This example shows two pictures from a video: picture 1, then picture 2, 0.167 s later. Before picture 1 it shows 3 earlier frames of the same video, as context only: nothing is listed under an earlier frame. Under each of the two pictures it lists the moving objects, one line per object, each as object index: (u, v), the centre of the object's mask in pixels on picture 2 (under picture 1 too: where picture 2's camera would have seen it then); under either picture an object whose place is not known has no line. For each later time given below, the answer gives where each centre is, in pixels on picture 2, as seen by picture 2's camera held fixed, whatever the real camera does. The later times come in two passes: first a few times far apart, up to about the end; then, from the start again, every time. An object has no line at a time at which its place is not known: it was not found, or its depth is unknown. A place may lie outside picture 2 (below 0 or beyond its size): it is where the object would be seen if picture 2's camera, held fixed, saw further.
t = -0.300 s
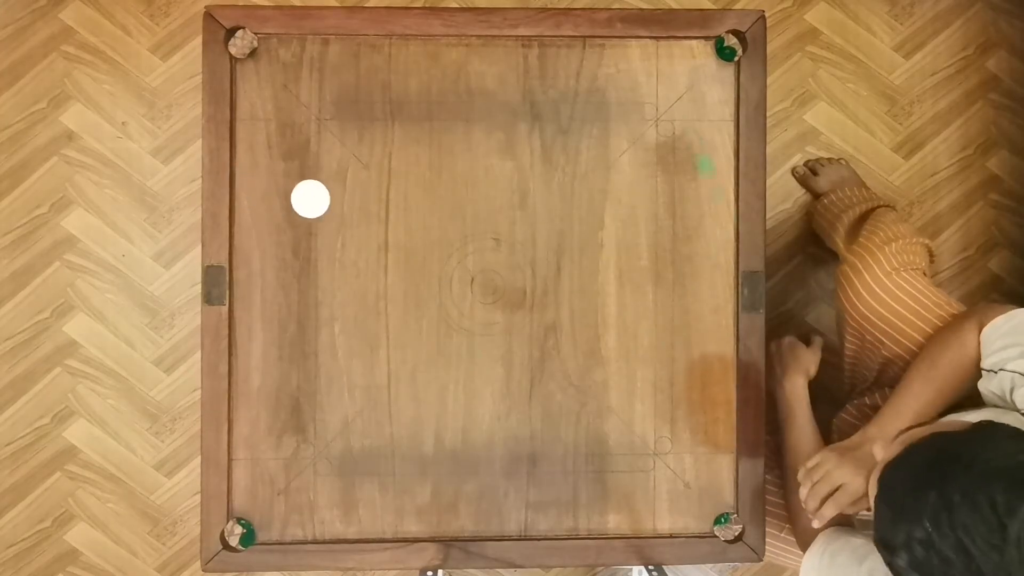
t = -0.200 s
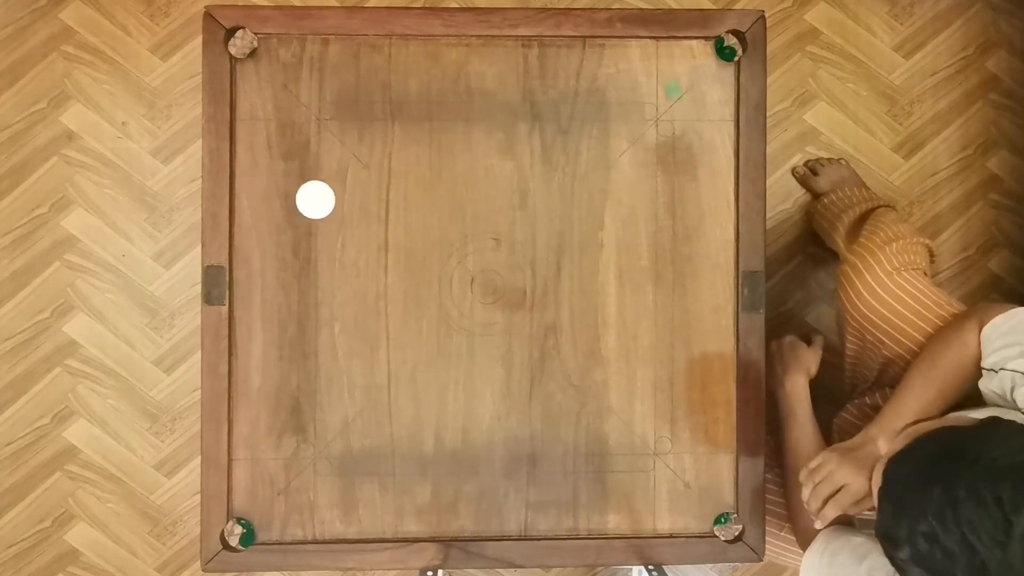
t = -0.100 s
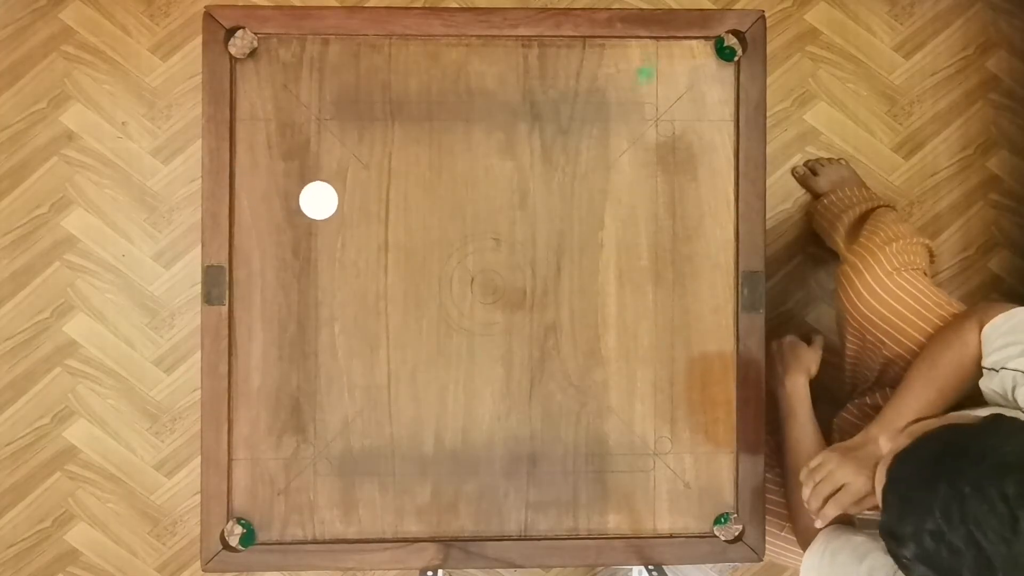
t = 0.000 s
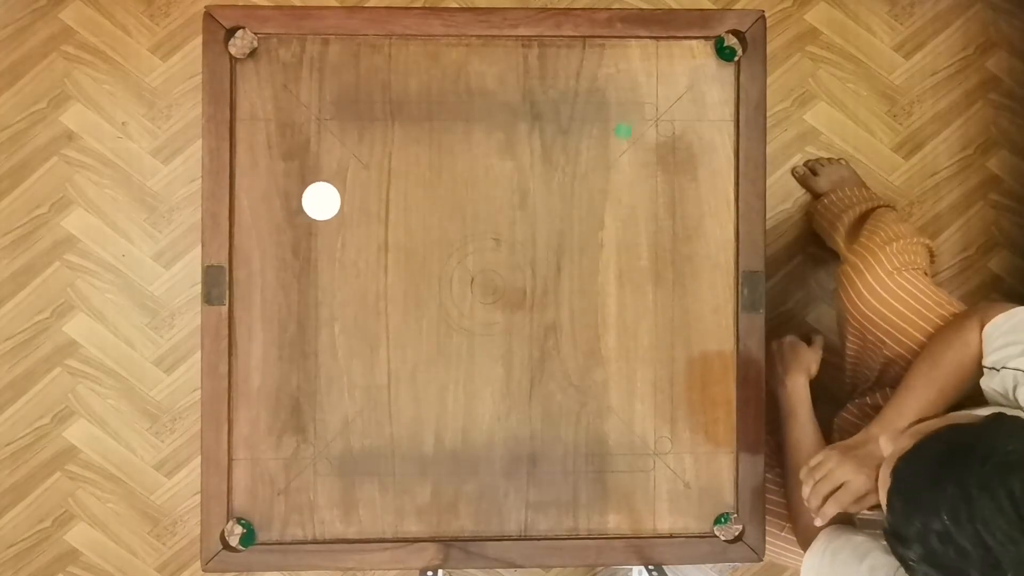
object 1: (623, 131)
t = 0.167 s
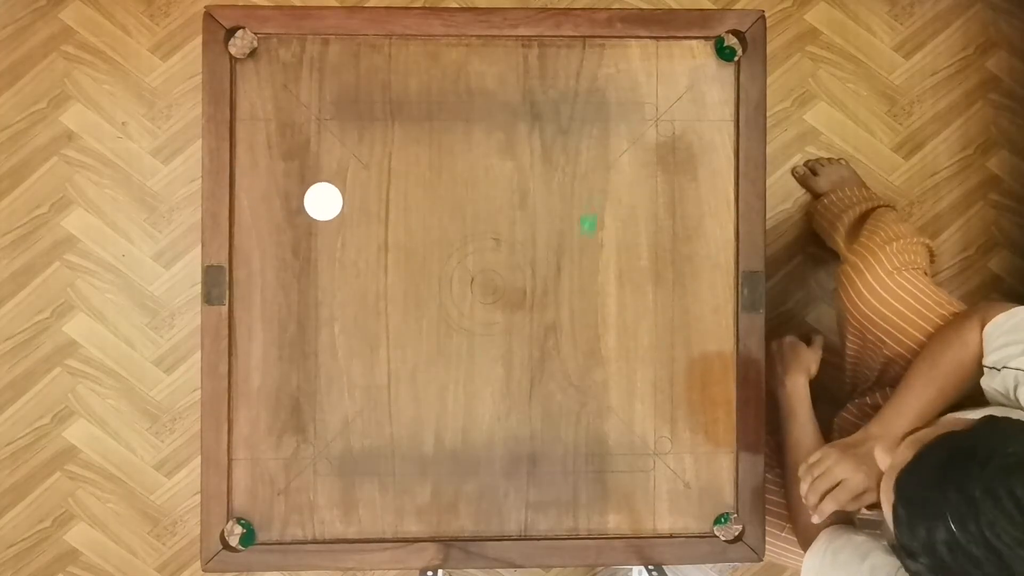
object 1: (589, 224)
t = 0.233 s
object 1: (574, 262)
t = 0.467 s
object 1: (530, 385)
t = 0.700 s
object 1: (488, 505)
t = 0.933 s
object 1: (472, 472)
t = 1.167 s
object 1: (466, 402)
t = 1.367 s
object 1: (461, 348)
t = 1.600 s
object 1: (459, 291)
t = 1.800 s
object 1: (460, 250)
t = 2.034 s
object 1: (463, 209)
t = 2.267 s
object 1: (468, 176)
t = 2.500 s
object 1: (475, 149)
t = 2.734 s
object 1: (482, 130)
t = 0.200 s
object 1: (582, 243)
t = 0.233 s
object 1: (574, 262)
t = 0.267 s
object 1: (568, 279)
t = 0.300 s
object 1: (562, 297)
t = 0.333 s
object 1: (555, 315)
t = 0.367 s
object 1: (549, 333)
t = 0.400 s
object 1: (543, 350)
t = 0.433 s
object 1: (536, 369)
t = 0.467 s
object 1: (530, 385)
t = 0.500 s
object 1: (524, 402)
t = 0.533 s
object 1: (517, 420)
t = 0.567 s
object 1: (512, 438)
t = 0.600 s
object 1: (506, 455)
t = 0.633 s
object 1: (500, 472)
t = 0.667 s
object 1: (494, 488)
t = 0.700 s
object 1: (488, 505)
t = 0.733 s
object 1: (483, 521)
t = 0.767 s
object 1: (479, 527)
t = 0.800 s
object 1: (478, 515)
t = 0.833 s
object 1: (477, 504)
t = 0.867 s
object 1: (475, 494)
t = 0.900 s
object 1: (474, 484)
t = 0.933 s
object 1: (472, 472)
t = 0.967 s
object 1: (471, 462)
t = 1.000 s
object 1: (469, 452)
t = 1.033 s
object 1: (469, 442)
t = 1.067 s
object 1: (468, 432)
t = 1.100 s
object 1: (467, 422)
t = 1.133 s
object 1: (466, 412)
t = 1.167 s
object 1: (466, 402)
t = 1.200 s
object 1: (464, 393)
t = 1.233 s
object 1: (463, 384)
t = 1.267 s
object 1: (463, 374)
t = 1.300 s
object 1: (462, 366)
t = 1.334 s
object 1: (462, 357)
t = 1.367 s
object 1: (461, 348)
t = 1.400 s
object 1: (461, 340)
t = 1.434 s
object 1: (461, 332)
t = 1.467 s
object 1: (460, 323)
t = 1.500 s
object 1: (460, 316)
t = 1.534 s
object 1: (460, 308)
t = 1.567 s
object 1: (460, 299)
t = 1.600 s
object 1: (459, 291)
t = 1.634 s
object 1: (459, 284)
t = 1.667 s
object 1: (460, 277)
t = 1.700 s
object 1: (460, 271)
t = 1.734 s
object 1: (460, 264)
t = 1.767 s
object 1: (460, 257)
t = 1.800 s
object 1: (460, 250)
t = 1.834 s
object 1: (461, 244)
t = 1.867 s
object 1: (461, 238)
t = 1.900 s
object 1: (462, 232)
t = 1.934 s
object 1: (462, 227)
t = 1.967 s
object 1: (463, 221)
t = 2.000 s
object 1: (463, 215)
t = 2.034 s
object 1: (463, 209)
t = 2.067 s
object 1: (464, 204)
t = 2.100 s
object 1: (465, 199)
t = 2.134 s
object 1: (465, 195)
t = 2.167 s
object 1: (466, 189)
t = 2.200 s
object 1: (467, 185)
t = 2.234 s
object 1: (467, 181)
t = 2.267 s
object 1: (468, 176)
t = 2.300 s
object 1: (469, 172)
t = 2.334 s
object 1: (470, 167)
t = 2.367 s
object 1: (471, 164)
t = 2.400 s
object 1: (472, 160)
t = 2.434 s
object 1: (474, 156)
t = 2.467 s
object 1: (474, 153)
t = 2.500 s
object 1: (475, 149)
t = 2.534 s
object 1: (476, 146)
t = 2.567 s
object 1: (477, 143)
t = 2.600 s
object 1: (478, 140)
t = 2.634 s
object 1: (479, 137)
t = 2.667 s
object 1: (480, 135)
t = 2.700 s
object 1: (481, 132)
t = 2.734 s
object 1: (482, 130)
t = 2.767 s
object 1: (484, 127)
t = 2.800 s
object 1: (485, 126)
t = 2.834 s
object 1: (486, 124)
